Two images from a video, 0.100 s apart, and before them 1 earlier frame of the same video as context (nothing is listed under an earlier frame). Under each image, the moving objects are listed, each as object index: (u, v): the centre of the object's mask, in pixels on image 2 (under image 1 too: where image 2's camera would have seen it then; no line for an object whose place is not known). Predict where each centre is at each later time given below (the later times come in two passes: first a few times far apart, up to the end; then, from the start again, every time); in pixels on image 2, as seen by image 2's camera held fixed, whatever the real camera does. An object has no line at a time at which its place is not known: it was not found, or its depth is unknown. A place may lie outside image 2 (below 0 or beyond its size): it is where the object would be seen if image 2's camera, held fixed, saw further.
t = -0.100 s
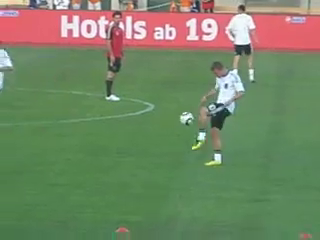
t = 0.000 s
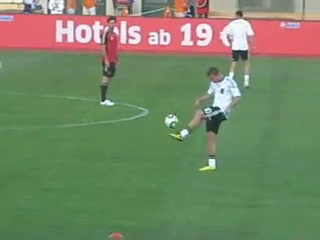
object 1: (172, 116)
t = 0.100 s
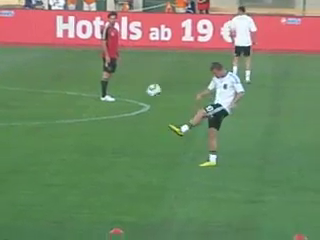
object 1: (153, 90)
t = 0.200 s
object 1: (136, 70)
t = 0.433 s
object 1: (96, 45)
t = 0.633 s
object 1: (62, 51)
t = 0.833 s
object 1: (30, 82)
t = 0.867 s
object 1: (27, 89)
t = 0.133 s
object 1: (147, 82)
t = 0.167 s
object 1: (141, 76)
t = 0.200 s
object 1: (136, 70)
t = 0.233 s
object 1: (130, 64)
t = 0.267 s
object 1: (124, 59)
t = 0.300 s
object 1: (118, 55)
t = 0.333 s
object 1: (113, 50)
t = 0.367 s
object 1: (107, 48)
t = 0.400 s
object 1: (101, 46)
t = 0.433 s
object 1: (96, 45)
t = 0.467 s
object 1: (90, 44)
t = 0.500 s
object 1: (84, 45)
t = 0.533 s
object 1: (79, 45)
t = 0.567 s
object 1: (73, 46)
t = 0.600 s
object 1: (68, 48)
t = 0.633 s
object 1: (62, 51)
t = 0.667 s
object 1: (57, 54)
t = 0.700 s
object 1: (52, 58)
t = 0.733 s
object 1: (46, 63)
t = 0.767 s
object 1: (41, 69)
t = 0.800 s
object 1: (35, 75)
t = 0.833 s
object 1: (30, 82)
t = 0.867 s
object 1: (27, 89)
